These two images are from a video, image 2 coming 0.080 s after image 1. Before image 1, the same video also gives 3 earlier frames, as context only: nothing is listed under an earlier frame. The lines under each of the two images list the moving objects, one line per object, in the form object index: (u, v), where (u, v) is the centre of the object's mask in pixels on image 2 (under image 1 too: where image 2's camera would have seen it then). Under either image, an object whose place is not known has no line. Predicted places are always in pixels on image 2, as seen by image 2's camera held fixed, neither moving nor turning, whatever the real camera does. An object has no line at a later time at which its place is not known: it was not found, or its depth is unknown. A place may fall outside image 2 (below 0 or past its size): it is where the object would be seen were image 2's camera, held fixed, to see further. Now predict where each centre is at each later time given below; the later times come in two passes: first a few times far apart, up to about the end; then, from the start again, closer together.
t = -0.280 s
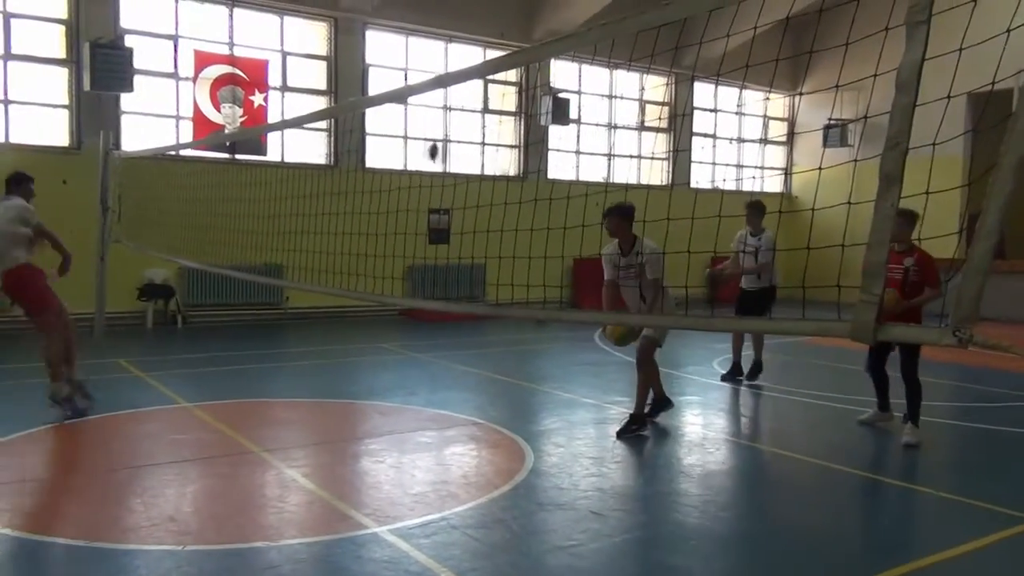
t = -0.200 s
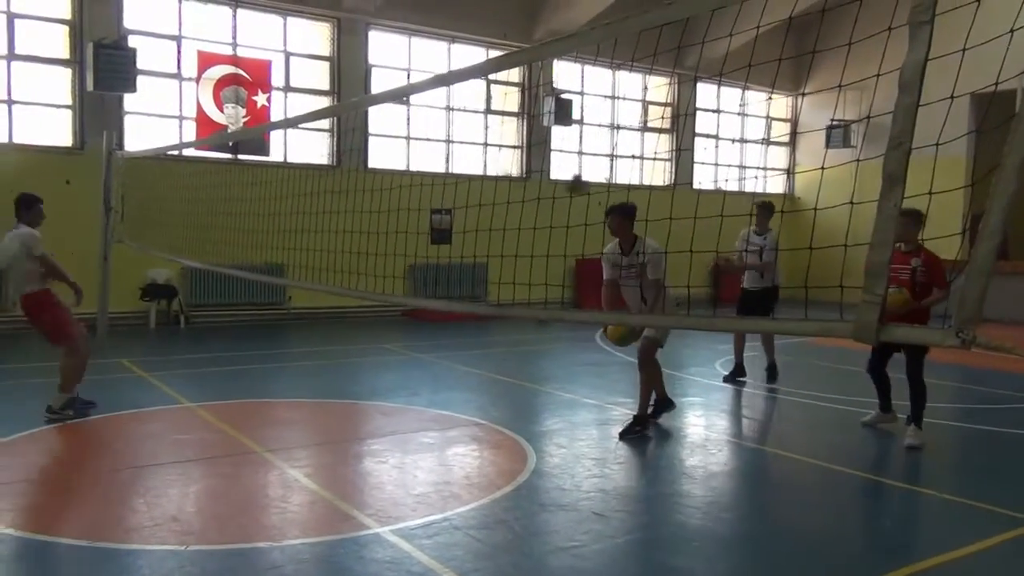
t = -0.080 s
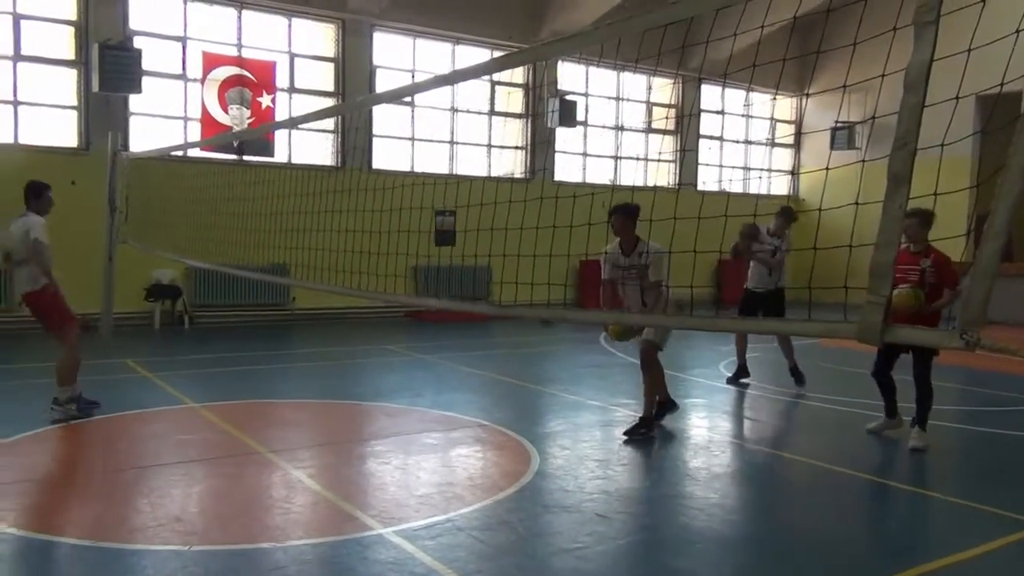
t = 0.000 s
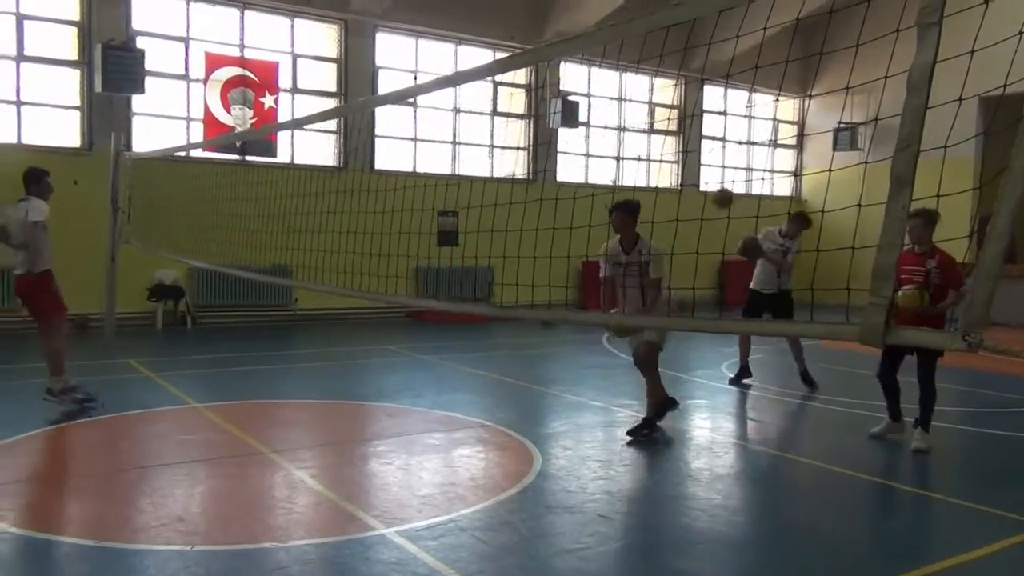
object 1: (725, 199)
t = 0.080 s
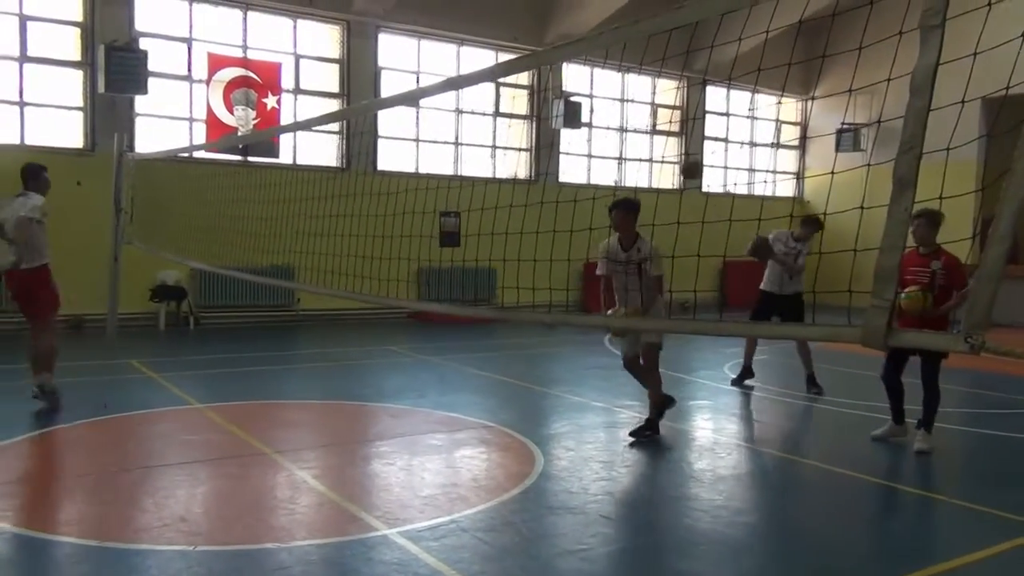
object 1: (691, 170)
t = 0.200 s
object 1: (635, 129)
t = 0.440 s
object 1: (496, 89)
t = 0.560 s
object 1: (408, 91)
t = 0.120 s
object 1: (674, 154)
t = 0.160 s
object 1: (655, 141)
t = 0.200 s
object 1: (635, 129)
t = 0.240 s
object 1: (615, 118)
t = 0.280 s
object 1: (593, 109)
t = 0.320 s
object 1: (570, 102)
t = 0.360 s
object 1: (548, 96)
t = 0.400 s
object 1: (523, 91)
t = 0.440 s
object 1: (496, 89)
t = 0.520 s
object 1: (439, 89)
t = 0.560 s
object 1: (408, 91)
